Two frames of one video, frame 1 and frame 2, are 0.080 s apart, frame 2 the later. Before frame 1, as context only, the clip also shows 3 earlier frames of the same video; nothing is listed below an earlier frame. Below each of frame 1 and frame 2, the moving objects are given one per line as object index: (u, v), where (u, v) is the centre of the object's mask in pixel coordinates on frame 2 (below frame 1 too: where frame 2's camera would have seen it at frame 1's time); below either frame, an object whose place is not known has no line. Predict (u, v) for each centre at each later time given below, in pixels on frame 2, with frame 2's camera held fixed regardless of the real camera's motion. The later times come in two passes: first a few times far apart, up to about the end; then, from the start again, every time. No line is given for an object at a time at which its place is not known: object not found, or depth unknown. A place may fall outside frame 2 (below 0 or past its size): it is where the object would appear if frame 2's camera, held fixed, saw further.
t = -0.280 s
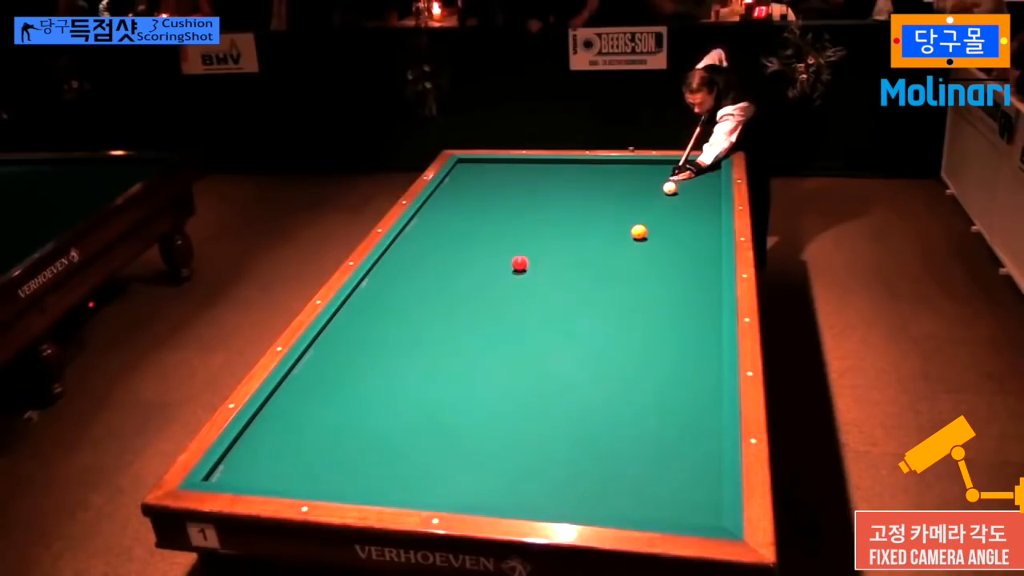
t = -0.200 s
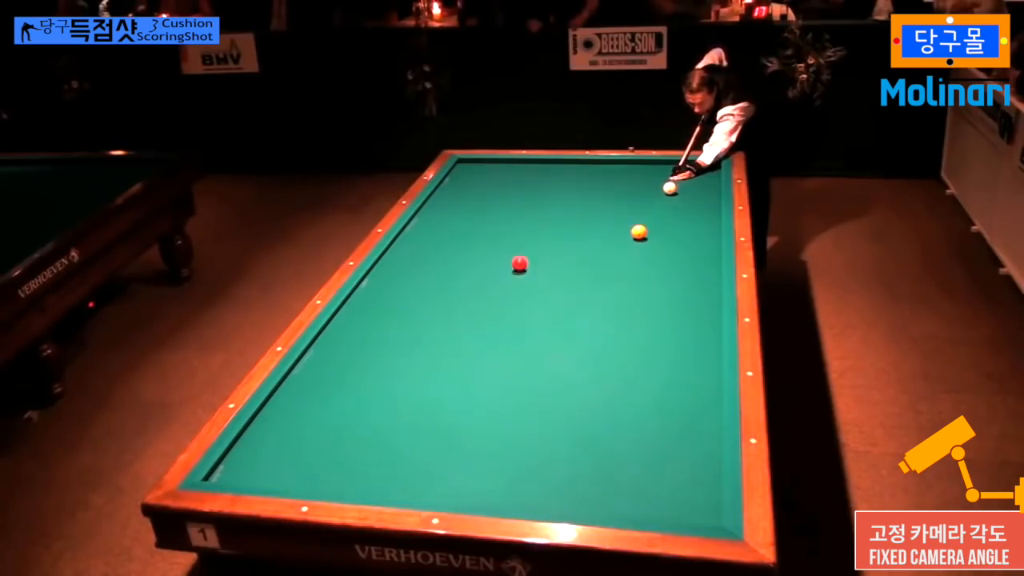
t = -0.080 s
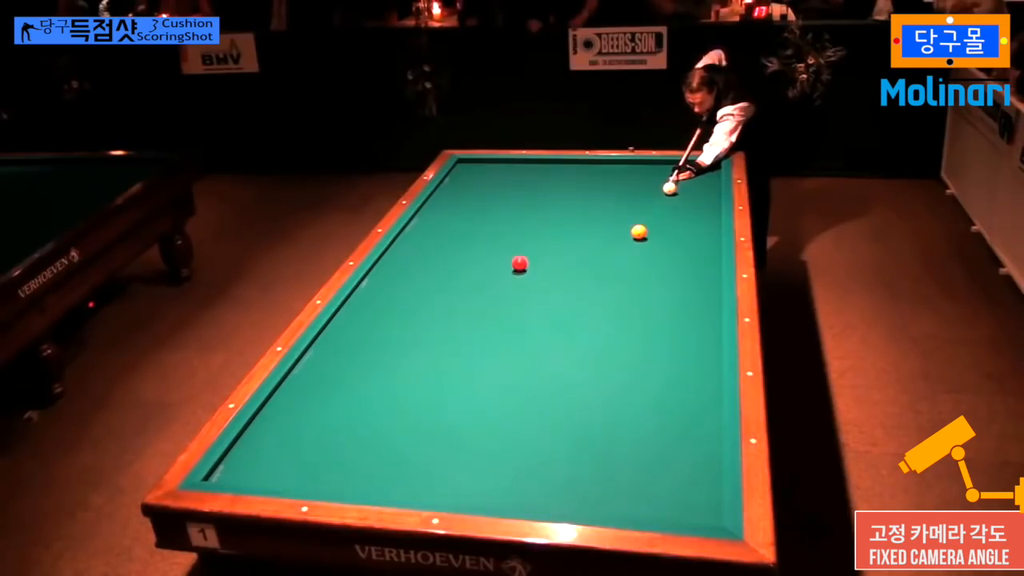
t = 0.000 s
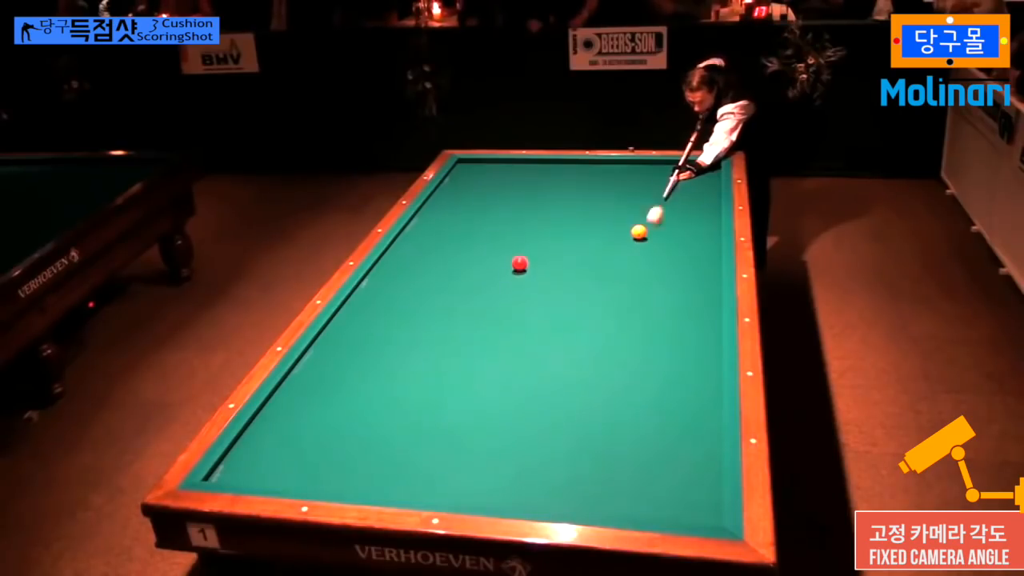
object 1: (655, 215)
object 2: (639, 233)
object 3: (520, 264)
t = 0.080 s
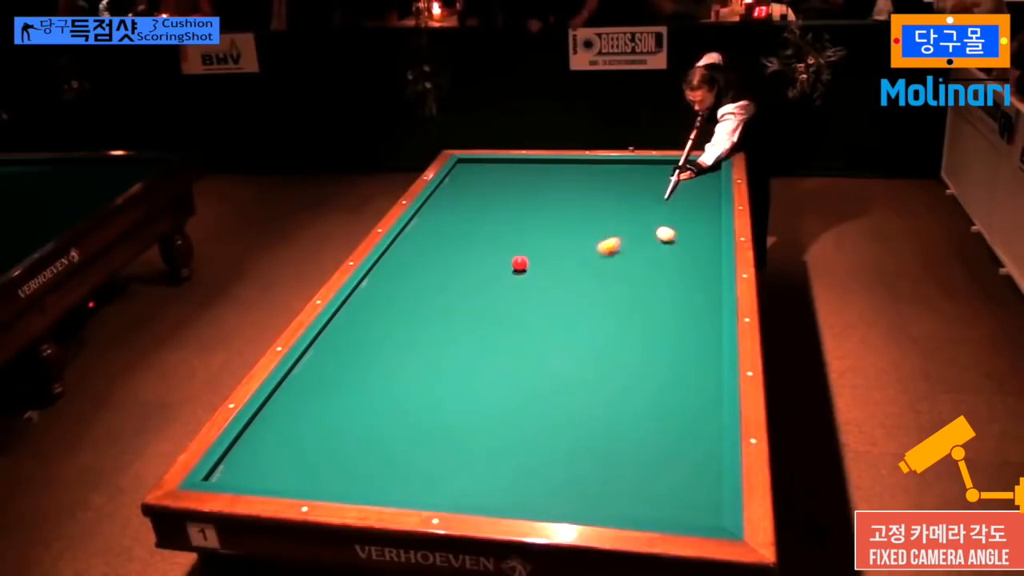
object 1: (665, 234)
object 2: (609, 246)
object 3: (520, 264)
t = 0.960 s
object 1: (517, 400)
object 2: (422, 423)
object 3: (520, 264)
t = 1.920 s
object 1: (308, 369)
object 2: (693, 289)
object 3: (520, 264)
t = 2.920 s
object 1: (504, 272)
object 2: (583, 196)
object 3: (520, 263)
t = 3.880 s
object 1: (553, 258)
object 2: (491, 174)
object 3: (592, 219)
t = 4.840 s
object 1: (589, 247)
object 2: (463, 207)
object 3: (647, 184)
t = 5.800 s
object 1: (617, 239)
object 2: (502, 246)
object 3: (687, 163)
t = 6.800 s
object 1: (636, 234)
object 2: (548, 292)
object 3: (710, 178)
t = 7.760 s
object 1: (646, 231)
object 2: (597, 341)
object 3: (708, 187)
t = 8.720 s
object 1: (649, 230)
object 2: (653, 395)
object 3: (700, 194)
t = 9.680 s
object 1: (649, 230)
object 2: (710, 454)
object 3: (695, 198)
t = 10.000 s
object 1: (649, 230)
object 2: (701, 468)
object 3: (695, 198)
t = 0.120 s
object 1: (679, 240)
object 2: (584, 258)
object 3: (520, 264)
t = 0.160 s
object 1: (693, 246)
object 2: (559, 270)
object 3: (520, 264)
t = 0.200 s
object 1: (706, 251)
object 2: (532, 283)
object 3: (520, 264)
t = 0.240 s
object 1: (712, 257)
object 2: (505, 296)
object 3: (520, 264)
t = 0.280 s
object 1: (702, 263)
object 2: (477, 310)
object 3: (520, 264)
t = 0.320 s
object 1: (691, 270)
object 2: (448, 324)
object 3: (520, 264)
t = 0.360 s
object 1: (681, 277)
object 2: (418, 338)
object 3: (520, 264)
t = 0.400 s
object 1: (671, 283)
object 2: (387, 353)
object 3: (520, 264)
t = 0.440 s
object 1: (661, 290)
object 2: (355, 369)
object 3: (520, 264)
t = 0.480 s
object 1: (652, 297)
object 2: (322, 385)
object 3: (520, 264)
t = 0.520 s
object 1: (642, 305)
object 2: (288, 402)
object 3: (520, 264)
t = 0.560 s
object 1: (632, 312)
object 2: (262, 417)
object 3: (520, 264)
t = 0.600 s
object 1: (622, 320)
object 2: (268, 433)
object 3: (520, 264)
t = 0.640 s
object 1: (612, 327)
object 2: (274, 450)
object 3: (520, 264)
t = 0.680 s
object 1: (601, 335)
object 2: (280, 466)
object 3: (520, 264)
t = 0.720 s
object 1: (590, 344)
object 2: (289, 480)
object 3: (520, 264)
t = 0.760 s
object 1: (579, 353)
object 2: (312, 473)
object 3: (520, 264)
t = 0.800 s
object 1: (567, 362)
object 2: (337, 462)
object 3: (520, 264)
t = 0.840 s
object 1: (555, 371)
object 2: (360, 451)
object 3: (520, 264)
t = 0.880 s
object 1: (543, 380)
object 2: (382, 441)
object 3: (520, 264)
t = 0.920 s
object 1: (530, 390)
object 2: (403, 432)
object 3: (520, 264)
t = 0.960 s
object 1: (517, 400)
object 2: (422, 423)
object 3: (520, 264)
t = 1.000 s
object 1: (504, 411)
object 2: (441, 416)
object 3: (520, 264)
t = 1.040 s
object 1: (490, 421)
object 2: (458, 409)
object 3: (520, 264)
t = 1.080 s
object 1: (475, 433)
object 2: (474, 402)
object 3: (520, 264)
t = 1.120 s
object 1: (460, 445)
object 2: (490, 395)
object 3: (520, 264)
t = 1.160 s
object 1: (445, 456)
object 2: (505, 389)
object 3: (520, 264)
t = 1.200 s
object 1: (428, 469)
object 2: (520, 383)
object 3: (520, 264)
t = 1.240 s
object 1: (412, 482)
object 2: (534, 377)
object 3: (520, 264)
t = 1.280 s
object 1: (395, 489)
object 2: (548, 371)
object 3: (520, 264)
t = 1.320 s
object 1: (387, 481)
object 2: (562, 365)
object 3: (520, 264)
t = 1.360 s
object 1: (379, 469)
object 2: (576, 360)
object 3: (520, 264)
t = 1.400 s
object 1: (371, 458)
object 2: (589, 354)
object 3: (520, 264)
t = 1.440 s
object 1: (364, 449)
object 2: (602, 349)
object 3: (520, 264)
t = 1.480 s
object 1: (357, 440)
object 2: (616, 343)
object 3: (520, 264)
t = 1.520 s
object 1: (349, 431)
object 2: (629, 338)
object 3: (520, 264)
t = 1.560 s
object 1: (342, 423)
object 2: (641, 333)
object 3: (520, 264)
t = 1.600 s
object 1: (335, 416)
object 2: (653, 328)
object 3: (520, 264)
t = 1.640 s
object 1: (328, 410)
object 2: (665, 323)
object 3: (520, 264)
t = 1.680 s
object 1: (321, 403)
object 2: (677, 319)
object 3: (520, 264)
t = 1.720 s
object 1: (315, 397)
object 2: (689, 314)
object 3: (519, 264)
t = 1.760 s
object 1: (308, 391)
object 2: (701, 309)
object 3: (520, 264)
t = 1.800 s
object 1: (302, 385)
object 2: (712, 305)
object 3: (520, 264)
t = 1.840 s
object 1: (296, 379)
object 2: (709, 300)
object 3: (520, 264)
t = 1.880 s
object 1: (297, 374)
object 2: (701, 294)
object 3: (520, 264)
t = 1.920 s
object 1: (308, 369)
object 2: (693, 289)
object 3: (520, 264)
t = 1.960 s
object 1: (319, 364)
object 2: (686, 284)
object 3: (520, 264)
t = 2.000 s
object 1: (329, 360)
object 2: (680, 279)
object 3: (520, 264)
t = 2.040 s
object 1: (338, 355)
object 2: (675, 275)
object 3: (520, 264)
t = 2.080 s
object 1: (347, 351)
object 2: (670, 270)
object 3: (520, 264)
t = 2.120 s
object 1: (356, 346)
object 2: (665, 266)
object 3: (520, 264)
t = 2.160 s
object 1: (365, 342)
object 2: (660, 262)
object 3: (520, 264)
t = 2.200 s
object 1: (373, 338)
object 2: (655, 257)
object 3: (520, 264)
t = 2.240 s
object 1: (381, 333)
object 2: (650, 253)
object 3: (520, 264)
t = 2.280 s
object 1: (390, 329)
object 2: (645, 249)
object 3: (520, 264)
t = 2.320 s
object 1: (398, 325)
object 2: (641, 246)
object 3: (520, 264)
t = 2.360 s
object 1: (406, 321)
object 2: (636, 242)
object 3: (520, 264)
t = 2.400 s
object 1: (414, 317)
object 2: (632, 238)
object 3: (520, 264)
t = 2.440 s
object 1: (421, 314)
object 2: (628, 235)
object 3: (520, 264)
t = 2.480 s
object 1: (429, 310)
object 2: (624, 231)
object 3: (520, 264)
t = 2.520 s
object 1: (437, 306)
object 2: (620, 227)
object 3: (520, 264)
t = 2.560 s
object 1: (444, 302)
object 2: (616, 224)
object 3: (520, 264)
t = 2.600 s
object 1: (451, 299)
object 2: (612, 221)
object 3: (520, 264)
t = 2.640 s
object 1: (458, 295)
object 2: (608, 217)
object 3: (520, 264)
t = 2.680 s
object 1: (465, 292)
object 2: (604, 214)
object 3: (520, 264)
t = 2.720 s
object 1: (472, 288)
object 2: (601, 211)
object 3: (520, 264)
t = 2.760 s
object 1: (478, 285)
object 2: (597, 208)
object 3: (520, 264)
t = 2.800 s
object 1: (485, 282)
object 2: (593, 205)
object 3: (520, 264)
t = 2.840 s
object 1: (491, 279)
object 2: (590, 202)
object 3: (520, 264)
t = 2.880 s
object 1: (498, 275)
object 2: (587, 199)
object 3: (520, 264)
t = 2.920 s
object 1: (504, 272)
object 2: (583, 196)
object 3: (520, 263)
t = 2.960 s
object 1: (509, 270)
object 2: (580, 193)
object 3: (521, 263)
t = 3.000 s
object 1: (510, 270)
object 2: (577, 191)
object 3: (525, 260)
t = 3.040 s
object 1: (512, 269)
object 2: (574, 188)
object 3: (529, 257)
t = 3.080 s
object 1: (514, 269)
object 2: (571, 185)
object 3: (533, 255)
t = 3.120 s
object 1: (516, 268)
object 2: (568, 183)
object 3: (537, 253)
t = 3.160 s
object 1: (518, 268)
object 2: (565, 180)
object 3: (540, 251)
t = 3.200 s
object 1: (520, 267)
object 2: (563, 178)
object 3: (543, 249)
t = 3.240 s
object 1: (522, 267)
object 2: (560, 175)
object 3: (546, 247)
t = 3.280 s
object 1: (525, 266)
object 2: (557, 173)
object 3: (549, 245)
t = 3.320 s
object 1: (527, 265)
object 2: (554, 170)
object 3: (552, 243)
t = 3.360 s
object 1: (529, 265)
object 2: (551, 168)
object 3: (555, 241)
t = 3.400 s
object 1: (531, 264)
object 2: (549, 166)
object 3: (558, 239)
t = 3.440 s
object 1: (533, 264)
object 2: (546, 163)
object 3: (561, 237)
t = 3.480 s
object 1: (534, 263)
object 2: (543, 161)
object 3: (564, 236)
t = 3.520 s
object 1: (536, 263)
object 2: (539, 162)
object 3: (567, 234)
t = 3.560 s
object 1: (538, 262)
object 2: (533, 163)
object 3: (570, 232)
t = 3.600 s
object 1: (540, 262)
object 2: (528, 165)
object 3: (573, 230)
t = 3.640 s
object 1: (542, 261)
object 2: (523, 166)
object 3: (575, 229)
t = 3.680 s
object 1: (544, 261)
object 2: (518, 168)
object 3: (578, 227)
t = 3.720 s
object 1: (546, 260)
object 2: (512, 169)
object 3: (581, 225)
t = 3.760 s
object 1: (547, 260)
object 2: (507, 170)
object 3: (584, 224)
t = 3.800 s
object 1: (549, 259)
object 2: (502, 172)
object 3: (586, 222)
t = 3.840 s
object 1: (551, 259)
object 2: (497, 173)
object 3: (589, 220)
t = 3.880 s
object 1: (553, 258)
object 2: (491, 174)
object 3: (592, 219)
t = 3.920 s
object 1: (554, 258)
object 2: (486, 175)
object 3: (594, 217)
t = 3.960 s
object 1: (556, 257)
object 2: (481, 177)
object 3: (597, 215)
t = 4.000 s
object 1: (558, 257)
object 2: (476, 178)
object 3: (599, 214)
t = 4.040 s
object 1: (559, 256)
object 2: (470, 179)
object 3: (602, 212)
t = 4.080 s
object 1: (561, 256)
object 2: (465, 180)
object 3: (604, 211)
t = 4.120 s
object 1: (563, 255)
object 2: (460, 182)
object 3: (607, 209)
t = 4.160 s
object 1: (564, 255)
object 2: (454, 183)
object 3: (609, 208)
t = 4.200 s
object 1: (566, 254)
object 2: (449, 184)
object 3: (612, 206)
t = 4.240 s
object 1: (568, 254)
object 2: (444, 186)
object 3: (614, 205)
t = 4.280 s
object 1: (569, 253)
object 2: (442, 187)
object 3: (616, 203)
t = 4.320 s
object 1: (571, 253)
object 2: (444, 188)
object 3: (619, 202)
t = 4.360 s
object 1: (572, 252)
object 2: (445, 190)
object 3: (621, 200)
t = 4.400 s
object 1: (574, 252)
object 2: (447, 191)
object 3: (623, 199)
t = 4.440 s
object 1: (575, 251)
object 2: (448, 193)
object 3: (625, 198)
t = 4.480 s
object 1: (577, 251)
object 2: (450, 194)
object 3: (628, 196)
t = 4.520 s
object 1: (578, 250)
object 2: (451, 196)
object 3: (630, 195)
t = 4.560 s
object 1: (580, 250)
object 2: (453, 197)
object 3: (632, 194)
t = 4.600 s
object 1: (581, 250)
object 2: (454, 199)
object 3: (634, 192)
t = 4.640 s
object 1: (582, 249)
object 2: (456, 200)
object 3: (636, 191)
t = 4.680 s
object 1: (584, 249)
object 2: (457, 202)
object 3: (638, 189)
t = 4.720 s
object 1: (585, 248)
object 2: (458, 203)
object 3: (641, 188)
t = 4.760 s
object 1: (586, 248)
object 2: (460, 205)
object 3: (643, 187)
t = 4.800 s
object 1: (588, 248)
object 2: (461, 206)
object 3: (645, 186)
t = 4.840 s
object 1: (589, 247)
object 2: (463, 207)
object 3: (647, 184)
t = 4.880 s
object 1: (590, 247)
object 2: (464, 209)
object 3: (649, 183)
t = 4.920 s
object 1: (592, 247)
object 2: (466, 211)
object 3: (651, 182)
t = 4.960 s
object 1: (593, 246)
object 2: (468, 212)
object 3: (653, 181)
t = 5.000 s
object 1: (594, 246)
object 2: (469, 214)
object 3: (654, 180)
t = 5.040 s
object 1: (595, 246)
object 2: (471, 215)
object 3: (656, 178)
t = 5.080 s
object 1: (597, 245)
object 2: (472, 217)
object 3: (658, 177)
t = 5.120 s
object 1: (598, 245)
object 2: (474, 218)
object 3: (660, 176)
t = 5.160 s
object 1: (599, 245)
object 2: (475, 220)
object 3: (662, 175)
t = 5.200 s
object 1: (600, 244)
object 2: (477, 222)
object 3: (664, 174)
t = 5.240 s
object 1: (601, 244)
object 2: (478, 223)
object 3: (665, 173)
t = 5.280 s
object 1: (603, 243)
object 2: (480, 225)
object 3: (668, 172)
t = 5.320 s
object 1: (604, 243)
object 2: (482, 226)
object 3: (669, 171)
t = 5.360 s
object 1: (605, 243)
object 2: (484, 228)
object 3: (671, 170)
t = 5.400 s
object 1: (606, 242)
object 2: (485, 230)
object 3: (673, 168)
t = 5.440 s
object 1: (607, 242)
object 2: (487, 231)
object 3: (675, 167)
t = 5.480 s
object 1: (608, 242)
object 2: (488, 233)
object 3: (676, 167)
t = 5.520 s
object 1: (610, 241)
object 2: (490, 234)
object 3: (678, 166)
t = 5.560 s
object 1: (610, 241)
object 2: (492, 236)
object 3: (679, 164)
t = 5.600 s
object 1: (611, 241)
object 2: (493, 238)
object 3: (681, 164)
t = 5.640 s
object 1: (613, 240)
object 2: (495, 239)
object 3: (683, 162)
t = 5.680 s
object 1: (614, 240)
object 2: (497, 241)
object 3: (684, 162)
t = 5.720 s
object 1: (614, 240)
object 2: (498, 242)
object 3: (685, 162)
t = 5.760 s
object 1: (616, 240)
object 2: (500, 244)
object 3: (686, 163)
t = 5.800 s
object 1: (617, 239)
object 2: (502, 246)
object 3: (687, 163)
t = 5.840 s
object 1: (617, 239)
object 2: (503, 248)
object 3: (688, 164)
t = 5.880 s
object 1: (618, 239)
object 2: (505, 250)
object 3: (689, 164)
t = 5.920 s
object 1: (620, 239)
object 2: (507, 251)
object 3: (690, 165)
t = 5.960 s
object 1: (620, 238)
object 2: (509, 253)
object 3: (691, 166)
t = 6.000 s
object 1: (621, 238)
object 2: (510, 255)
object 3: (692, 167)
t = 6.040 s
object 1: (622, 238)
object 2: (512, 256)
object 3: (692, 167)
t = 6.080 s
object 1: (623, 237)
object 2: (514, 258)
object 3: (694, 168)
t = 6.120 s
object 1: (624, 237)
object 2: (516, 260)
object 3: (695, 168)
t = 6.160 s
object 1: (625, 237)
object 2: (518, 262)
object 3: (696, 169)
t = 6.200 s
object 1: (625, 237)
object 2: (519, 264)
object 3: (697, 169)
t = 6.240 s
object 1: (626, 237)
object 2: (521, 265)
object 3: (698, 170)
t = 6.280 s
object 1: (627, 236)
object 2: (523, 267)
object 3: (698, 170)
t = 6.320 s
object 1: (628, 236)
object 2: (525, 269)
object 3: (699, 171)
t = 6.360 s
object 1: (628, 236)
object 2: (527, 271)
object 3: (700, 172)
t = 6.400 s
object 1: (629, 236)
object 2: (528, 273)
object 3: (701, 172)
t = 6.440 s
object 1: (630, 235)
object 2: (530, 275)
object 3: (702, 173)
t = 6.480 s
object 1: (631, 235)
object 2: (532, 276)
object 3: (703, 173)
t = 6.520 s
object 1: (631, 235)
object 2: (534, 278)
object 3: (704, 174)
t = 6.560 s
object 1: (632, 235)
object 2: (536, 280)
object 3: (705, 174)
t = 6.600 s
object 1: (633, 235)
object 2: (538, 282)
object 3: (706, 175)
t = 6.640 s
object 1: (633, 234)
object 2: (540, 284)
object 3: (707, 176)
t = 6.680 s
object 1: (634, 234)
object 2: (542, 286)
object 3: (708, 176)
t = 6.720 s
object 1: (635, 234)
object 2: (544, 288)
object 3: (708, 176)
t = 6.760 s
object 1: (635, 234)
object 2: (546, 290)
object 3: (709, 177)
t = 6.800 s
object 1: (636, 234)
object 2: (548, 292)
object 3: (710, 178)
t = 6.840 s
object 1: (637, 233)
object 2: (550, 293)
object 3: (711, 178)
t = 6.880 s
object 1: (637, 233)
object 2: (551, 295)
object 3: (712, 179)
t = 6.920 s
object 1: (638, 233)
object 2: (554, 297)
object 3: (713, 179)
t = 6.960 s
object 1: (638, 233)
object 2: (555, 299)
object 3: (713, 180)
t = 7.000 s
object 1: (639, 233)
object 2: (557, 301)
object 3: (714, 180)
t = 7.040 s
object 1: (639, 233)
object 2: (560, 303)
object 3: (715, 181)
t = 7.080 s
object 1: (640, 233)
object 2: (562, 305)
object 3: (715, 181)
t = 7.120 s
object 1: (640, 232)
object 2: (564, 307)
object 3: (715, 182)
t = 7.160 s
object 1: (641, 232)
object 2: (566, 309)
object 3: (714, 182)
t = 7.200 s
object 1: (641, 232)
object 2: (568, 311)
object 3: (714, 182)
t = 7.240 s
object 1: (641, 232)
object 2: (569, 313)
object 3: (714, 183)
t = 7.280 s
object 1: (642, 232)
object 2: (572, 316)
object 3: (713, 183)
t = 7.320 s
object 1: (642, 232)
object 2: (574, 317)
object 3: (713, 183)
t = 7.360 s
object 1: (643, 232)
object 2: (576, 320)
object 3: (712, 184)
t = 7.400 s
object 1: (643, 232)
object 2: (578, 322)
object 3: (712, 184)
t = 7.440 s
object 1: (644, 232)
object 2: (580, 323)
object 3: (711, 185)
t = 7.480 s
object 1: (644, 231)
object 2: (582, 326)
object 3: (711, 185)
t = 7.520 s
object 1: (645, 231)
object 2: (584, 328)
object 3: (711, 185)
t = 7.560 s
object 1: (645, 231)
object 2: (586, 330)
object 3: (710, 186)
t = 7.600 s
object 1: (645, 231)
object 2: (588, 332)
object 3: (710, 186)
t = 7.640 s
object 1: (645, 231)
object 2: (591, 334)
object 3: (709, 186)
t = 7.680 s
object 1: (646, 231)
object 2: (593, 336)
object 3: (709, 187)
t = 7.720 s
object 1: (646, 231)
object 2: (595, 338)
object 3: (708, 187)
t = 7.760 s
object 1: (646, 231)
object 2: (597, 341)
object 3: (708, 187)
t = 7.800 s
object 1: (647, 231)
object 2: (600, 343)
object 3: (708, 187)
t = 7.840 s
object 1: (647, 231)
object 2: (602, 345)
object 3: (707, 188)
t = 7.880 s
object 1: (647, 231)
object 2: (604, 347)
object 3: (707, 188)
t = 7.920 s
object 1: (647, 231)
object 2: (606, 349)
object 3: (706, 188)
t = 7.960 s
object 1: (647, 231)
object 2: (609, 351)
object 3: (706, 189)
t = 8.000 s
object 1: (648, 231)
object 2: (611, 353)
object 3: (705, 189)
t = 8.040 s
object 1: (648, 231)
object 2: (613, 356)
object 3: (705, 189)
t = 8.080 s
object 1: (648, 231)
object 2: (615, 358)
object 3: (705, 190)
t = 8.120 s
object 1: (648, 230)
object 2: (617, 360)
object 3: (704, 190)
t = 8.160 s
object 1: (648, 230)
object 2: (620, 363)
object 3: (704, 190)
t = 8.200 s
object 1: (648, 230)
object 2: (622, 365)
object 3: (704, 190)
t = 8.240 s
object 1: (649, 230)
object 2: (625, 367)
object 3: (703, 191)
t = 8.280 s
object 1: (649, 230)
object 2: (627, 369)
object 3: (703, 191)
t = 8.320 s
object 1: (649, 230)
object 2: (629, 372)
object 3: (703, 191)
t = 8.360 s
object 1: (649, 230)
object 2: (631, 374)
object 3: (702, 192)
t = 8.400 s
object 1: (649, 230)
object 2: (634, 376)
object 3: (702, 192)
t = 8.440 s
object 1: (649, 230)
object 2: (636, 379)
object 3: (702, 192)
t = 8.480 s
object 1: (649, 230)
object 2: (638, 381)
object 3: (702, 192)
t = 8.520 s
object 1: (649, 230)
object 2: (641, 383)
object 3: (701, 192)
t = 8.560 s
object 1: (649, 230)
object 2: (643, 386)
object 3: (701, 193)
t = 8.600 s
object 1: (649, 230)
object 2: (646, 388)
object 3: (701, 193)
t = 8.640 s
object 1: (649, 230)
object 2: (648, 390)
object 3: (700, 193)
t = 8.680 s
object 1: (649, 230)
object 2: (650, 393)
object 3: (700, 193)
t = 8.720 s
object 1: (649, 230)
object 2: (653, 395)
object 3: (700, 194)
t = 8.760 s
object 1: (649, 230)
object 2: (655, 397)
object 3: (700, 194)
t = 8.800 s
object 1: (649, 230)
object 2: (657, 400)
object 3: (700, 194)
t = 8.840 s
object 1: (649, 230)
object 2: (660, 402)
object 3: (699, 194)
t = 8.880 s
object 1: (649, 230)
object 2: (662, 405)
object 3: (699, 194)
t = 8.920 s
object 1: (649, 230)
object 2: (664, 407)
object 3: (699, 195)
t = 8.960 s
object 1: (649, 230)
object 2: (667, 410)
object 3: (699, 195)
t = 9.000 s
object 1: (649, 230)
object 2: (669, 412)
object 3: (698, 195)
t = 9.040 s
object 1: (649, 230)
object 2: (672, 415)
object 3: (698, 195)
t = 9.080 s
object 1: (649, 230)
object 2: (674, 417)
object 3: (698, 195)
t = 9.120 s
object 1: (649, 230)
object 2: (677, 419)
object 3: (698, 196)
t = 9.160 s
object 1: (649, 230)
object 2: (679, 422)
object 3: (697, 196)
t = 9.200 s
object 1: (649, 230)
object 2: (681, 424)
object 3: (697, 196)
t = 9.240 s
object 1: (649, 230)
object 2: (684, 427)
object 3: (697, 196)
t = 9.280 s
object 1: (649, 230)
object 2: (687, 429)
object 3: (697, 196)
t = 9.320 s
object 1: (649, 230)
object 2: (689, 432)
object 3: (697, 196)
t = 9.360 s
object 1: (649, 230)
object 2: (691, 434)
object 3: (696, 196)
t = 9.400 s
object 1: (649, 230)
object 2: (694, 436)
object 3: (696, 197)
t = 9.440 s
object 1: (649, 230)
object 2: (696, 439)
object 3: (696, 197)
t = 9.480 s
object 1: (649, 230)
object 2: (698, 441)
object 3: (696, 197)
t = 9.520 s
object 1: (649, 230)
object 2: (701, 444)
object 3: (696, 197)
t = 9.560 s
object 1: (649, 230)
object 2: (703, 446)
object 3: (696, 197)
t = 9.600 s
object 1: (649, 230)
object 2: (706, 449)
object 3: (696, 197)
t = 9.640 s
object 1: (649, 230)
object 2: (708, 452)
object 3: (695, 197)
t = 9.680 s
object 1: (649, 230)
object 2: (710, 454)
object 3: (695, 198)
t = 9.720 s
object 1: (649, 230)
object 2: (710, 455)
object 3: (695, 198)
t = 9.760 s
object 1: (649, 230)
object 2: (709, 457)
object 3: (695, 198)
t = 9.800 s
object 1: (649, 230)
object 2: (707, 459)
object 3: (695, 198)
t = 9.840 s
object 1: (649, 230)
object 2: (706, 461)
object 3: (695, 198)
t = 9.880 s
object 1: (649, 230)
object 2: (705, 463)
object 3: (695, 198)
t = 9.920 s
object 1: (649, 230)
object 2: (704, 464)
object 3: (695, 198)
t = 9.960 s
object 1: (649, 230)
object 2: (703, 466)
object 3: (695, 198)
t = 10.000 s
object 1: (649, 230)
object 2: (701, 468)
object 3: (695, 198)
